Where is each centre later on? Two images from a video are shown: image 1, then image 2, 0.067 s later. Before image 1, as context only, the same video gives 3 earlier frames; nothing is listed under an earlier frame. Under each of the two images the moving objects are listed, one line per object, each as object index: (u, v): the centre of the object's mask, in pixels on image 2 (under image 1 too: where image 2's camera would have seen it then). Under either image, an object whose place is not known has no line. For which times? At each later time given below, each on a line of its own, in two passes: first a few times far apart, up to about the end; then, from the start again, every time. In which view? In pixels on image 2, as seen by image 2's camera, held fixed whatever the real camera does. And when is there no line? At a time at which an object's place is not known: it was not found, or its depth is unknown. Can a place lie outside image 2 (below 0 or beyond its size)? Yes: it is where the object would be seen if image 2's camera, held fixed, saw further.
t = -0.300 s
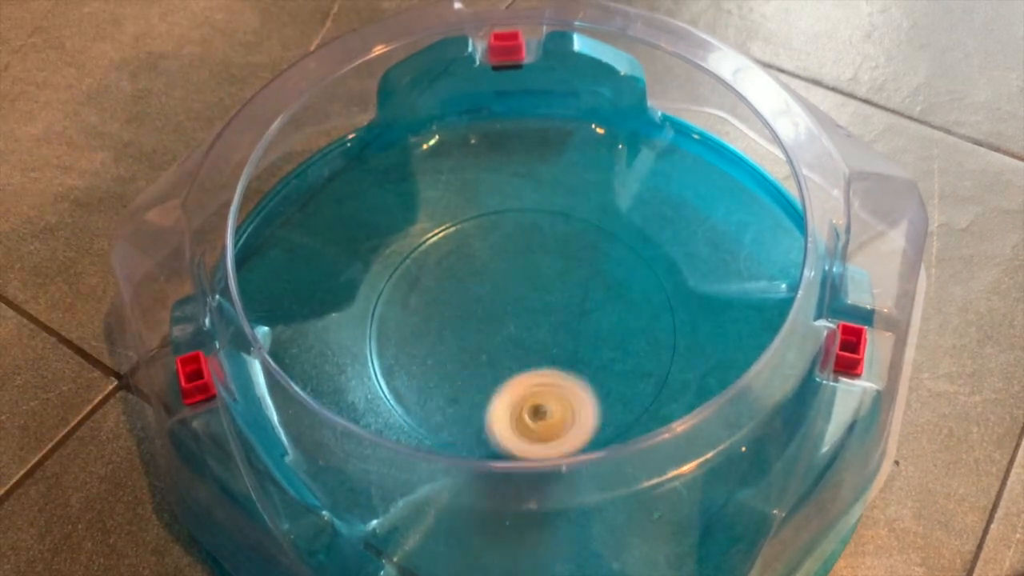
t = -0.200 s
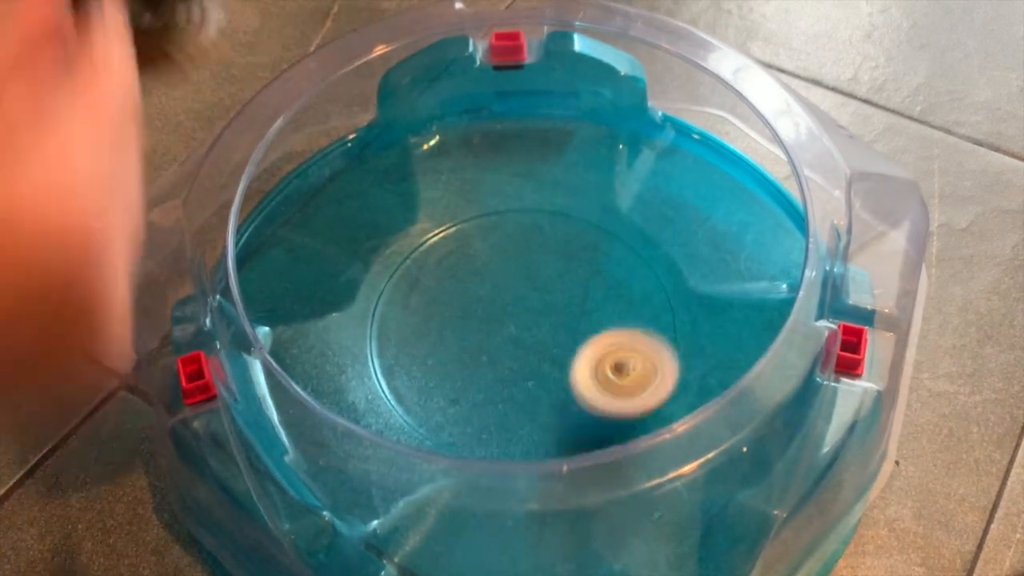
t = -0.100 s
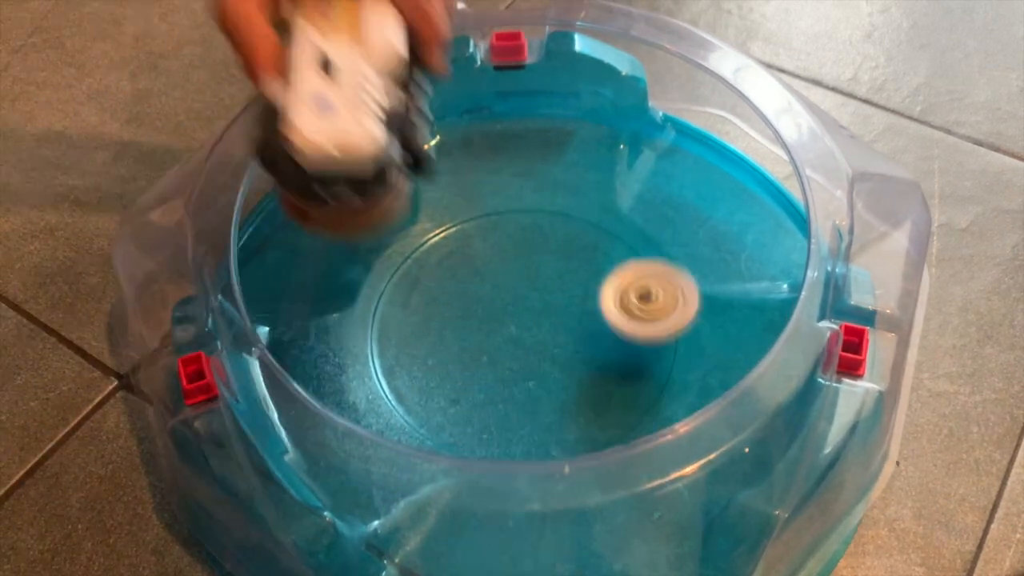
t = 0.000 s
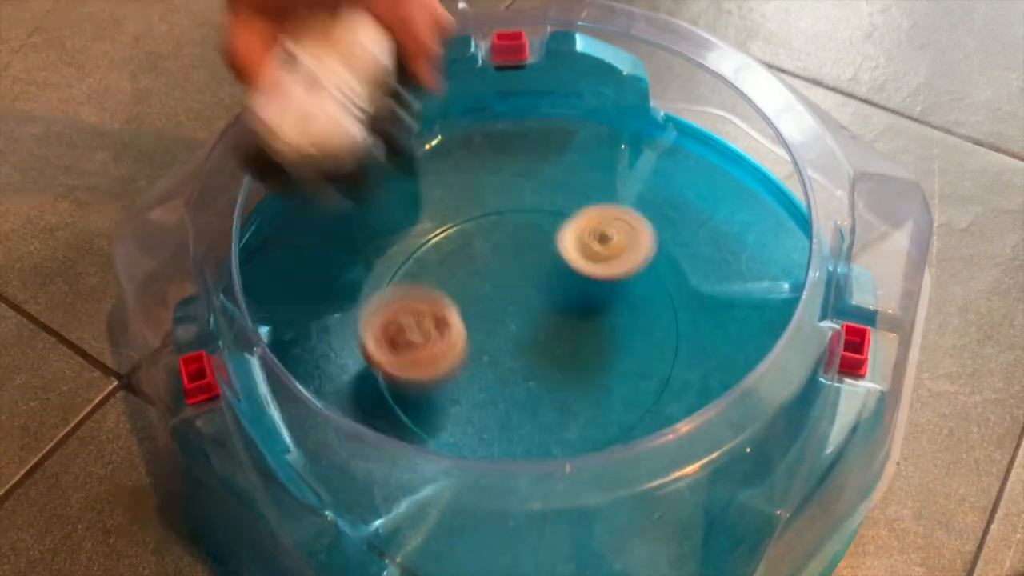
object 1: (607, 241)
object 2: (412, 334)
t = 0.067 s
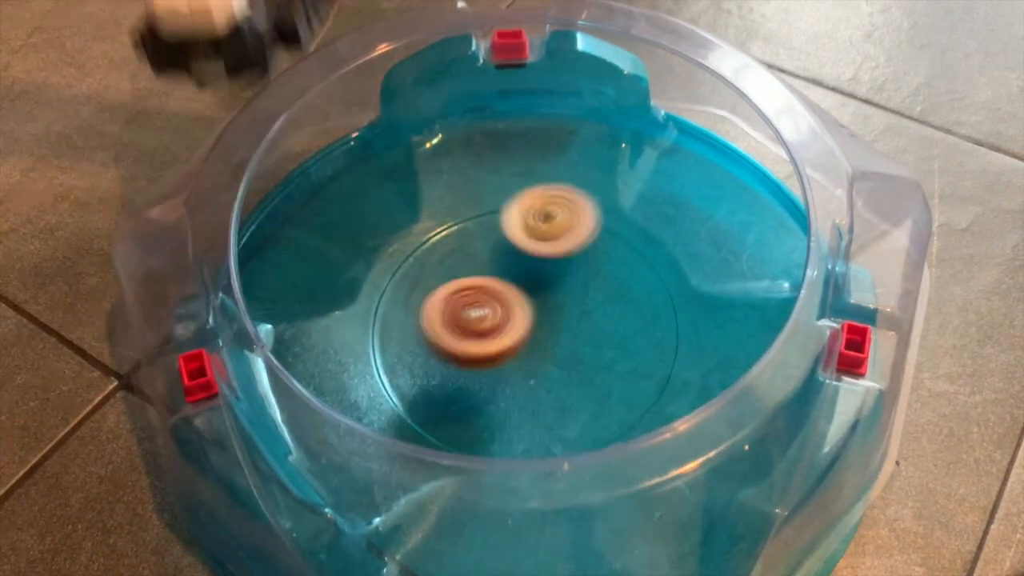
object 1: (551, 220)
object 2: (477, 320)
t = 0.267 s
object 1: (385, 263)
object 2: (615, 293)
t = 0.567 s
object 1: (584, 414)
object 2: (320, 197)
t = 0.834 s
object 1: (607, 223)
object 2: (193, 238)
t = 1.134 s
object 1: (375, 282)
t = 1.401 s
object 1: (524, 483)
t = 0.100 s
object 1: (519, 216)
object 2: (511, 320)
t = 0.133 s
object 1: (485, 216)
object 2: (544, 331)
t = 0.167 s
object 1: (452, 222)
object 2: (573, 332)
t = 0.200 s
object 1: (421, 228)
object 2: (592, 318)
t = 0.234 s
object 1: (400, 242)
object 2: (609, 313)
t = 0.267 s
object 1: (385, 263)
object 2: (615, 293)
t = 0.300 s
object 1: (378, 289)
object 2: (614, 274)
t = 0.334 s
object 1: (379, 318)
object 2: (604, 251)
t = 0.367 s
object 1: (394, 347)
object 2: (585, 226)
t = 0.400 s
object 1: (416, 372)
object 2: (555, 203)
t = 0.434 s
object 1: (443, 398)
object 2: (516, 184)
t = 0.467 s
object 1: (472, 413)
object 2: (469, 179)
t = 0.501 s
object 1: (508, 423)
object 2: (420, 181)
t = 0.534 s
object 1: (545, 420)
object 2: (369, 189)
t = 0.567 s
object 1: (584, 414)
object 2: (320, 197)
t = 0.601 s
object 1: (614, 398)
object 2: (272, 206)
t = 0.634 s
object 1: (637, 373)
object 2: (233, 213)
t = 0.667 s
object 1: (653, 346)
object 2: (218, 234)
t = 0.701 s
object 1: (657, 318)
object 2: (207, 250)
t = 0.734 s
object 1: (653, 290)
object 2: (205, 246)
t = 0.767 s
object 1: (644, 265)
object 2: (203, 242)
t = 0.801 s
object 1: (627, 243)
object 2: (192, 237)
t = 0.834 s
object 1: (607, 223)
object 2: (193, 238)
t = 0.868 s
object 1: (583, 212)
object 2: (190, 245)
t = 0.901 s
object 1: (554, 204)
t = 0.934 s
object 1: (526, 202)
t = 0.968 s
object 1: (500, 203)
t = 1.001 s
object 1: (470, 210)
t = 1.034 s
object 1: (440, 221)
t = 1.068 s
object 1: (413, 236)
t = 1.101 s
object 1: (391, 257)
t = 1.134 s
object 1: (375, 282)
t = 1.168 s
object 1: (366, 311)
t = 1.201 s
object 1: (365, 341)
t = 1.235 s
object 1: (373, 371)
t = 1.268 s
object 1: (391, 399)
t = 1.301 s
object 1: (417, 427)
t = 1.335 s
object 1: (450, 448)
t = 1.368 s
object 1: (488, 466)
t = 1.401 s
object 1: (524, 483)
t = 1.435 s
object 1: (558, 493)
